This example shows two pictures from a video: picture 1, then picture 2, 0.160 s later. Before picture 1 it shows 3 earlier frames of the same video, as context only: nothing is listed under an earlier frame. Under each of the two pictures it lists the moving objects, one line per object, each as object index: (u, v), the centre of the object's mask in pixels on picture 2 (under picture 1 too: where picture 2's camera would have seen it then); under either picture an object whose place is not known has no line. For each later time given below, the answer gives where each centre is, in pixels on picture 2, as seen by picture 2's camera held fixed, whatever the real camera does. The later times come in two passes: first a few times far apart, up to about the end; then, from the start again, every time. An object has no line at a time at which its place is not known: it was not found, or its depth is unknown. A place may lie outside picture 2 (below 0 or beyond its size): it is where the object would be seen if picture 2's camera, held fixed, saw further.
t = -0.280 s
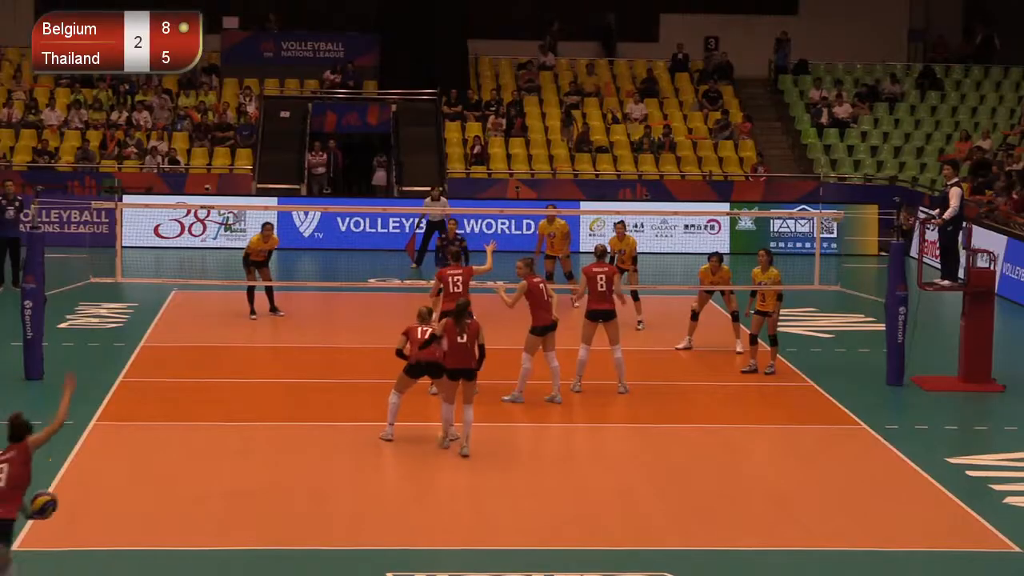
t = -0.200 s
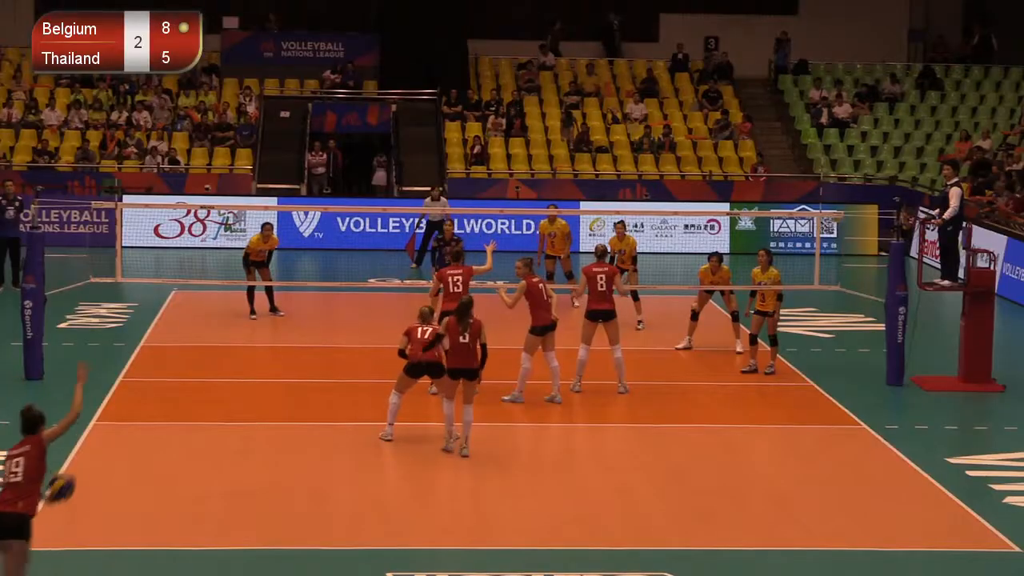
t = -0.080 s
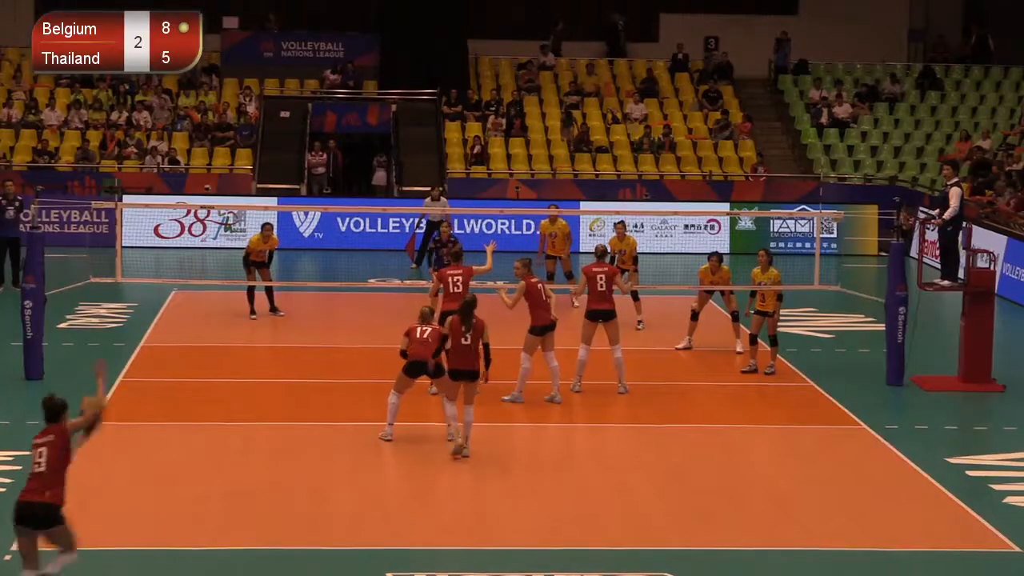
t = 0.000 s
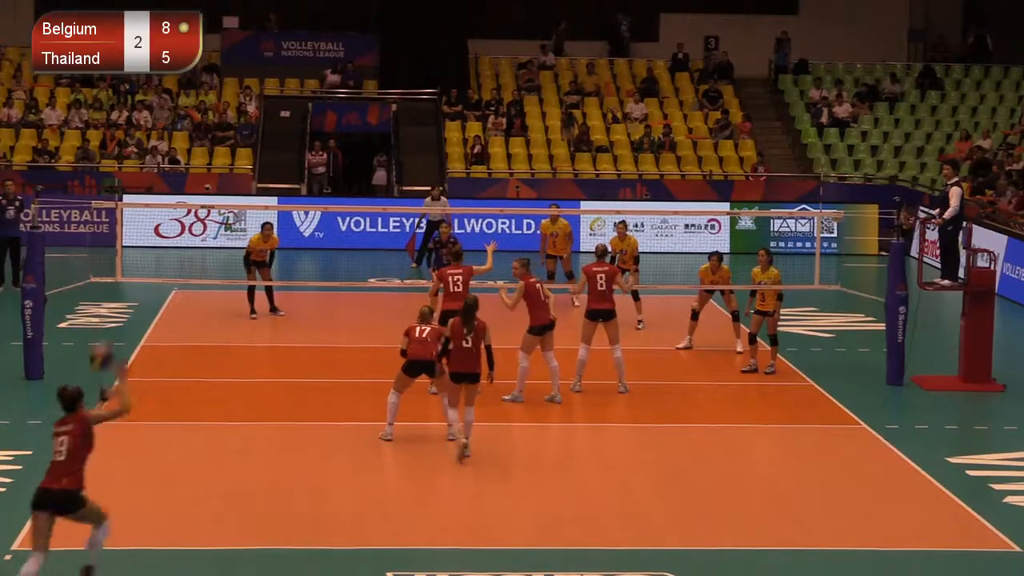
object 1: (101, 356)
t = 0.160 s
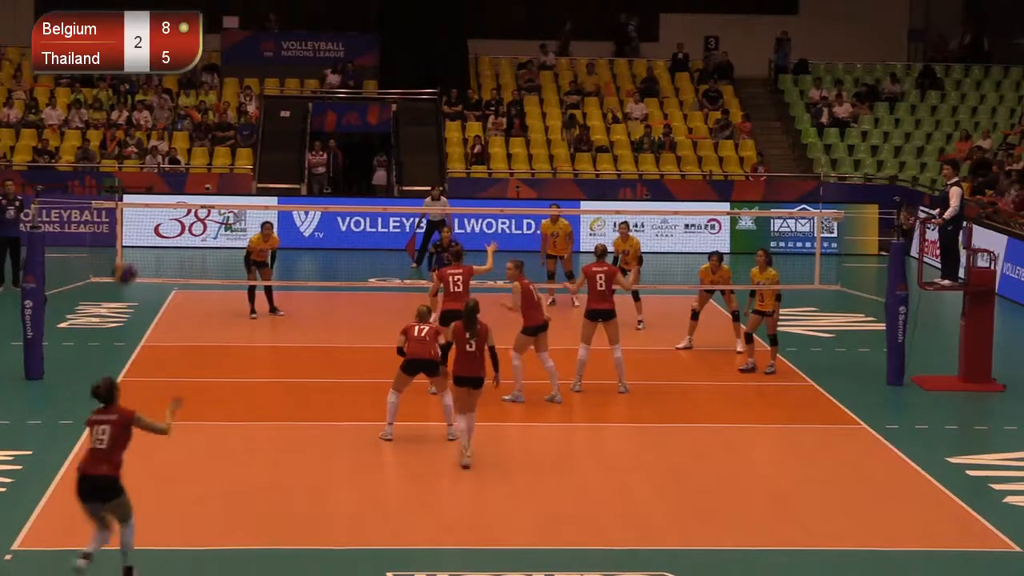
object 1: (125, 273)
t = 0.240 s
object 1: (135, 244)
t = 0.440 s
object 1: (159, 205)
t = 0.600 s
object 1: (178, 207)
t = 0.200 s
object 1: (129, 258)
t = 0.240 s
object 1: (135, 244)
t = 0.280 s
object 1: (140, 232)
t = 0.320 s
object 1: (144, 223)
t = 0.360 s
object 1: (149, 215)
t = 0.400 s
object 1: (154, 210)
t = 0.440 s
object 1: (159, 205)
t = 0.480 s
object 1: (164, 203)
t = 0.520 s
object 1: (168, 203)
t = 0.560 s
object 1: (173, 205)
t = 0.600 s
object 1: (178, 207)
